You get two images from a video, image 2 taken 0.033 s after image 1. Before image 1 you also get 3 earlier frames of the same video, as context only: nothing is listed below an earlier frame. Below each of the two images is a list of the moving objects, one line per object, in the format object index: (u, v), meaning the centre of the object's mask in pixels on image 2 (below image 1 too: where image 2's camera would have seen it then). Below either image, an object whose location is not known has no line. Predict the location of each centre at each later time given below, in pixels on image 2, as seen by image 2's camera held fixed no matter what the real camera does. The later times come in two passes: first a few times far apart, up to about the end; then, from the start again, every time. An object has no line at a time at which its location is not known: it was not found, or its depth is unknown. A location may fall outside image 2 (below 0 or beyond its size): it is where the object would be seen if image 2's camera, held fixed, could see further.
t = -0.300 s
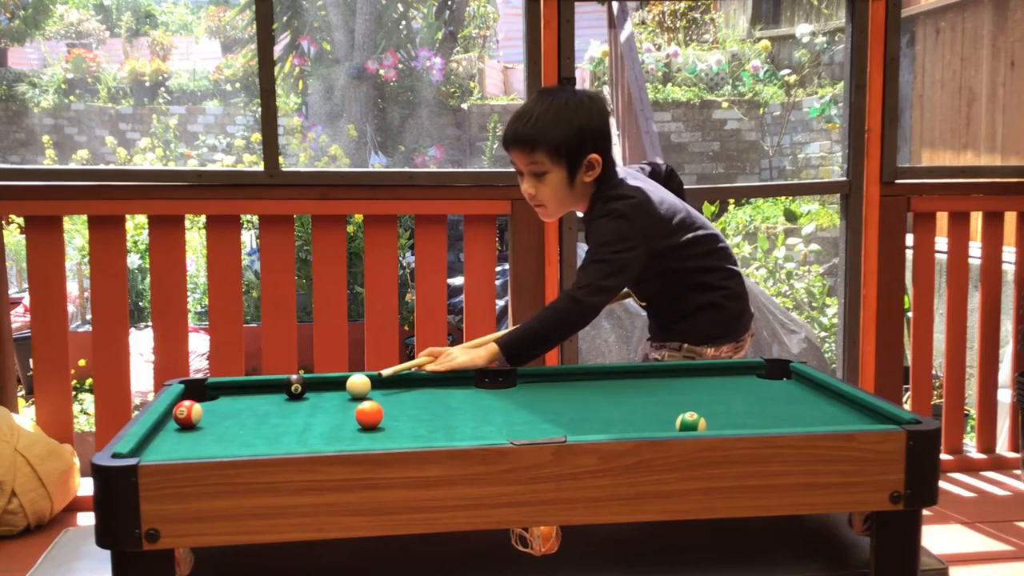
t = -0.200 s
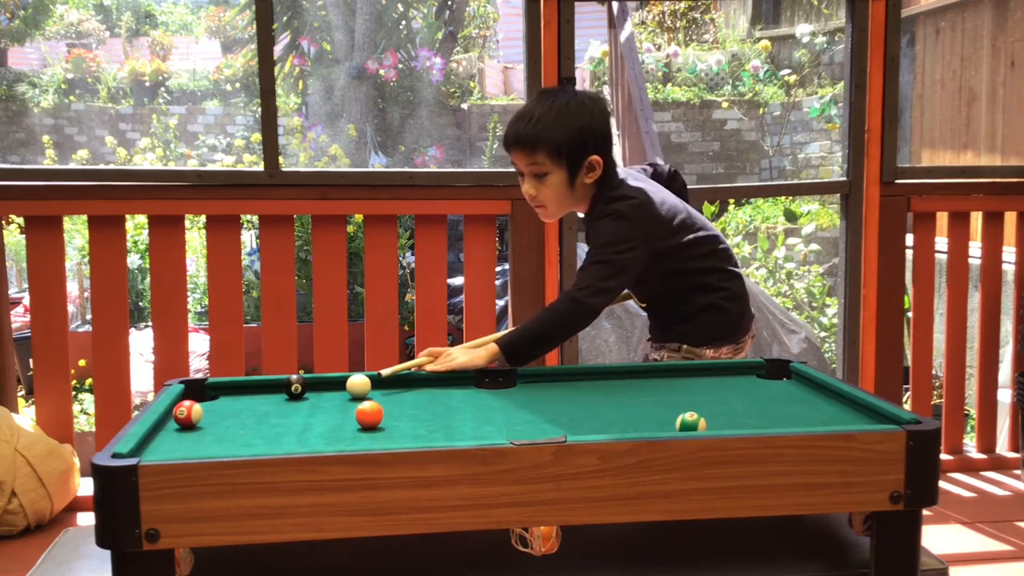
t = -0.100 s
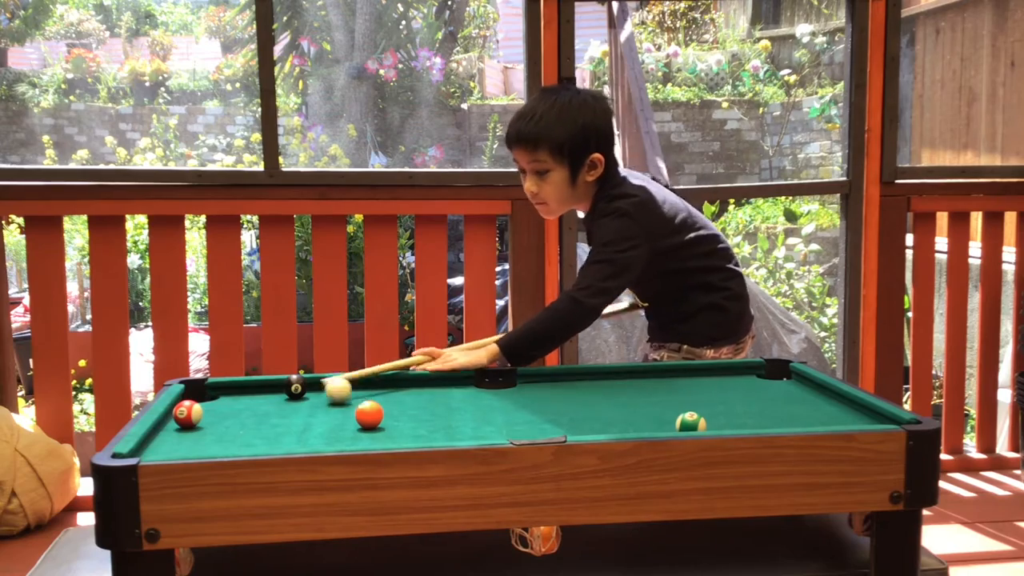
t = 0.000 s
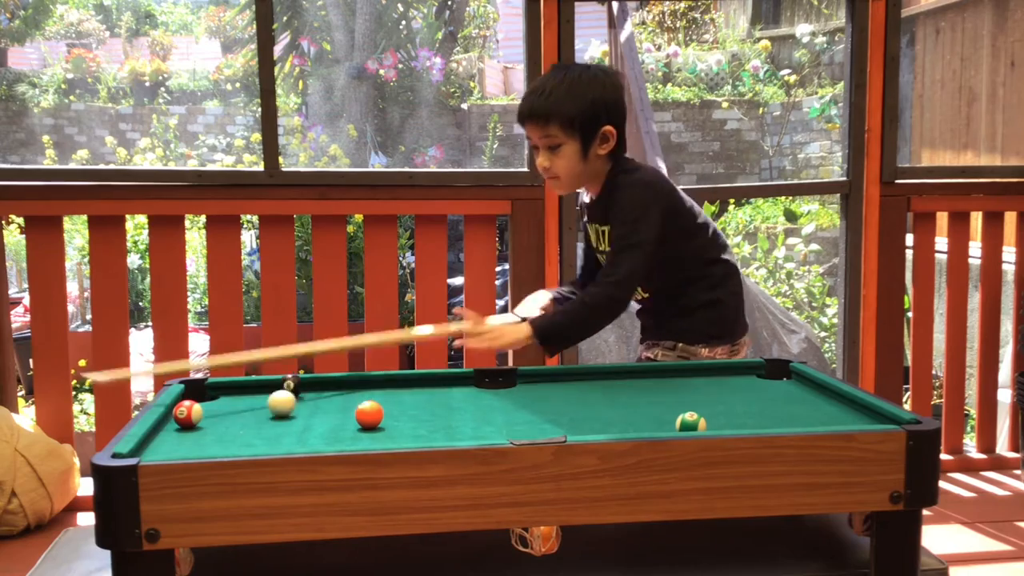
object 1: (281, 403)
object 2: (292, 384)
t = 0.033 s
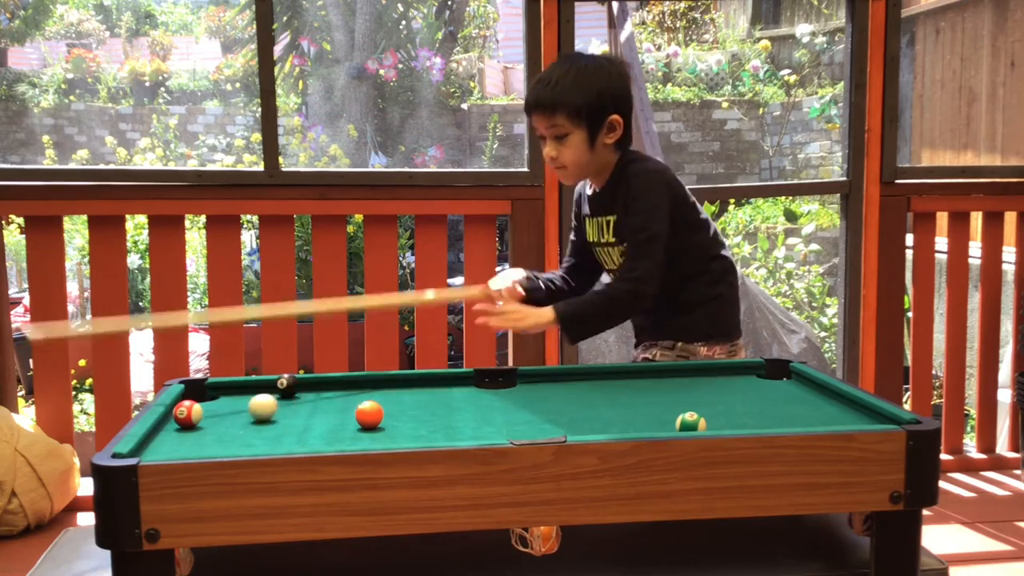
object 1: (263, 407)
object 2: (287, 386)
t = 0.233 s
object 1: (172, 430)
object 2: (264, 385)
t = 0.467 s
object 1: (205, 445)
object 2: (244, 386)
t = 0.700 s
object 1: (242, 440)
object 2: (227, 389)
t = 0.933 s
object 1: (270, 435)
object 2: (214, 389)
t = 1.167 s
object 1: (286, 431)
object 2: (205, 389)
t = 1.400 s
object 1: (292, 429)
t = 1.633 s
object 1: (292, 429)
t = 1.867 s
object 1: (292, 429)
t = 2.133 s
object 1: (292, 429)
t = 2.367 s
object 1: (292, 429)
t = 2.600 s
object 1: (292, 429)
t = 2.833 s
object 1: (292, 429)
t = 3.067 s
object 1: (292, 429)
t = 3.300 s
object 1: (292, 429)
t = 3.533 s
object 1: (292, 429)
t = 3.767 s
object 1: (292, 429)
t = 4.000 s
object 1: (292, 429)
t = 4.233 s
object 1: (292, 429)
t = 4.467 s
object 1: (292, 429)
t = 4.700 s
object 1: (292, 429)
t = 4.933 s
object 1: (292, 429)
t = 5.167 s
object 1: (292, 429)
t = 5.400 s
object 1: (292, 429)
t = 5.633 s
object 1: (292, 429)
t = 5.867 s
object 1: (292, 429)
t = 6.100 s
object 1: (292, 429)
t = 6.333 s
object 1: (292, 429)
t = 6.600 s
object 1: (292, 429)
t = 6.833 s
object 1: (292, 429)
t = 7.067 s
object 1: (292, 429)
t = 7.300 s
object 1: (292, 429)
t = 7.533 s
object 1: (292, 429)
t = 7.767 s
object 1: (292, 429)
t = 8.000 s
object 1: (292, 429)
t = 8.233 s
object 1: (292, 429)
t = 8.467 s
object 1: (292, 429)
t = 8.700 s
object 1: (292, 429)
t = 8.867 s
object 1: (292, 429)
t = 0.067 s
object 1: (243, 411)
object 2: (283, 385)
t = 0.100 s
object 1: (223, 415)
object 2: (278, 385)
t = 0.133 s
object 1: (203, 420)
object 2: (274, 385)
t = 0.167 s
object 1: (181, 424)
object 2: (271, 384)
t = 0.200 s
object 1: (162, 428)
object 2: (267, 384)
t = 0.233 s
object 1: (172, 430)
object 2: (264, 385)
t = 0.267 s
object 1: (180, 433)
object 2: (261, 385)
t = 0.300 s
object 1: (187, 436)
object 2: (258, 385)
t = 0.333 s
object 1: (191, 438)
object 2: (256, 385)
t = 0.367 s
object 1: (195, 440)
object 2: (253, 385)
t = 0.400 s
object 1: (199, 441)
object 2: (250, 386)
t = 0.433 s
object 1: (202, 443)
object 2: (247, 386)
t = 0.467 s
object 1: (205, 445)
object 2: (244, 386)
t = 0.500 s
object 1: (210, 445)
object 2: (241, 387)
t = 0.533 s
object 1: (216, 444)
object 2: (238, 387)
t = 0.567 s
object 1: (222, 443)
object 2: (236, 387)
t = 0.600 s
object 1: (227, 442)
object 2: (234, 388)
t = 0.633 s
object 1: (233, 441)
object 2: (231, 388)
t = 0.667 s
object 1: (238, 440)
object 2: (229, 388)
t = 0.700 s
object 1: (242, 440)
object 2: (227, 389)
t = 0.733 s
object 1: (247, 439)
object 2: (225, 388)
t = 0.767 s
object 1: (251, 438)
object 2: (223, 389)
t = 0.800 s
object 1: (256, 438)
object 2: (220, 389)
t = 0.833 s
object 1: (259, 437)
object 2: (219, 389)
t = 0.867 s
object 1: (263, 436)
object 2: (217, 389)
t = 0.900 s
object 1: (267, 436)
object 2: (216, 389)
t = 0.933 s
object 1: (270, 435)
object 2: (214, 389)
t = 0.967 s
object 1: (273, 434)
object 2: (212, 389)
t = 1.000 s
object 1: (276, 434)
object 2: (210, 390)
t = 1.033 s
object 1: (278, 433)
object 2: (209, 390)
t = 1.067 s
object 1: (280, 433)
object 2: (208, 390)
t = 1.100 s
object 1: (283, 432)
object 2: (207, 390)
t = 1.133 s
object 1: (284, 432)
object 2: (206, 390)
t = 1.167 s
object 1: (286, 431)
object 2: (205, 389)
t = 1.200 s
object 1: (287, 431)
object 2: (204, 390)
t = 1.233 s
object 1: (289, 430)
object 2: (201, 388)
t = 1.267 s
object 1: (290, 430)
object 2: (199, 388)
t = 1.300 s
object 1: (291, 430)
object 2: (199, 391)
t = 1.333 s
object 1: (291, 429)
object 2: (197, 394)
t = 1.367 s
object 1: (292, 429)
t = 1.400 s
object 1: (292, 429)
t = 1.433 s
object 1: (292, 429)
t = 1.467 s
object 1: (292, 429)
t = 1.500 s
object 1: (292, 429)
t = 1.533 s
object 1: (292, 429)
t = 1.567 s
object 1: (292, 429)
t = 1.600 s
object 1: (292, 429)
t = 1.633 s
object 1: (292, 429)
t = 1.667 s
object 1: (292, 429)
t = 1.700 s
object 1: (292, 429)
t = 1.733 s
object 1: (292, 429)
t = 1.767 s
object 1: (292, 429)
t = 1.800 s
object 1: (292, 429)
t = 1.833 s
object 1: (292, 429)
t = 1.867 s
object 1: (292, 429)
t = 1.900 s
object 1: (292, 429)
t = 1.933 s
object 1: (292, 429)
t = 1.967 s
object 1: (292, 429)
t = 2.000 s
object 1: (292, 429)
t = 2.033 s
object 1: (292, 429)
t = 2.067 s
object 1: (292, 429)
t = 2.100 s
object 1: (292, 429)
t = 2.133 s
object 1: (292, 429)
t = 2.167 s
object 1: (292, 429)
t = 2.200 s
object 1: (292, 429)
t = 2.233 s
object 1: (292, 429)
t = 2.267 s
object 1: (292, 429)
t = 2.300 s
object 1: (292, 429)
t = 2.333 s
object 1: (292, 429)
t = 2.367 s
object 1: (292, 429)
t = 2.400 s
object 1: (292, 429)
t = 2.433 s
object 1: (292, 429)
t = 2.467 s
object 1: (292, 429)
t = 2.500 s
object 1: (292, 429)
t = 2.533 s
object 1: (292, 429)
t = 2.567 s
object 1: (292, 429)
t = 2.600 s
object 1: (292, 429)
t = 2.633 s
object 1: (292, 429)
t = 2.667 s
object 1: (292, 429)
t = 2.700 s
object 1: (292, 429)
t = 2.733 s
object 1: (292, 429)
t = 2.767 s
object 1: (292, 429)
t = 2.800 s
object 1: (292, 429)
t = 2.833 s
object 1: (292, 429)
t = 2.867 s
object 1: (292, 429)
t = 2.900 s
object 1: (292, 429)
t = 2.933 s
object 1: (292, 429)
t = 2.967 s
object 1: (292, 429)
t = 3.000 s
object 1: (292, 429)
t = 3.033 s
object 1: (292, 429)
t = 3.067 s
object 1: (292, 429)
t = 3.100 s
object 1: (292, 429)
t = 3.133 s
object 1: (292, 429)
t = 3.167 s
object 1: (292, 429)
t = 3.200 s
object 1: (292, 429)
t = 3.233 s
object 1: (292, 429)
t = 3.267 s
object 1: (292, 429)
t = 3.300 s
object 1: (292, 429)
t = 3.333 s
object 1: (292, 429)
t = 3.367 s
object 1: (292, 429)
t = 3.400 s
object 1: (292, 429)
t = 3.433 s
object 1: (292, 429)
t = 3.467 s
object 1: (292, 429)
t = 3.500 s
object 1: (292, 429)
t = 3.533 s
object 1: (292, 429)
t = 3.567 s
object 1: (292, 429)
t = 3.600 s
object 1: (292, 429)
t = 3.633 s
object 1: (292, 429)
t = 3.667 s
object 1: (292, 429)
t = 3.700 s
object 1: (292, 429)
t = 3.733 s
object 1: (292, 429)
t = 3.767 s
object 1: (292, 429)
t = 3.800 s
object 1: (292, 429)
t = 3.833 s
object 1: (292, 429)
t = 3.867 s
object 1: (292, 429)
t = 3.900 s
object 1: (292, 429)
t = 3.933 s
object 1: (292, 429)
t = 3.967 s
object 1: (292, 429)
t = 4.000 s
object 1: (292, 429)
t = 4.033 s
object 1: (292, 429)
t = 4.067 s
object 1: (292, 429)
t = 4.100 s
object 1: (292, 429)
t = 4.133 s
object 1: (292, 429)
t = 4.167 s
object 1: (292, 429)
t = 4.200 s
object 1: (292, 429)
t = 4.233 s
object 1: (292, 429)
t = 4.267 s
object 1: (292, 429)
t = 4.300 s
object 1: (292, 429)
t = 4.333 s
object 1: (292, 429)
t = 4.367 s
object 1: (292, 429)
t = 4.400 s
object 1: (292, 429)
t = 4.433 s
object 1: (292, 429)
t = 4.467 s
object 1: (292, 429)
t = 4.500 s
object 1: (292, 429)
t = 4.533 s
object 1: (292, 429)
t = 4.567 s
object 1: (292, 429)
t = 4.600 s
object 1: (292, 429)
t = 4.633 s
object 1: (292, 429)
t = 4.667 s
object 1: (292, 429)
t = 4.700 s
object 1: (292, 429)
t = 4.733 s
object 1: (292, 429)
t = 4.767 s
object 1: (292, 429)
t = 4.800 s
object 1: (292, 429)
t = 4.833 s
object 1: (292, 429)
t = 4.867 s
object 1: (292, 429)
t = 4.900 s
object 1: (292, 429)
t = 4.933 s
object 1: (292, 429)
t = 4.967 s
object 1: (292, 429)
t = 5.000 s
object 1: (292, 429)
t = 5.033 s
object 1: (292, 429)
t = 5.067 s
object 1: (292, 429)
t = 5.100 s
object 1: (292, 429)
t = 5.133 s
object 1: (292, 429)
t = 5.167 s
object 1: (292, 429)
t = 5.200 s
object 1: (292, 429)
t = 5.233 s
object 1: (292, 429)
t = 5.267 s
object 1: (292, 429)
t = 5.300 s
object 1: (292, 429)
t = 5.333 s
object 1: (292, 429)
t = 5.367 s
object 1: (292, 429)
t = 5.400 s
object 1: (292, 429)
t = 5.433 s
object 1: (292, 429)
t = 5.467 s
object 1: (292, 429)
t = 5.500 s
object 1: (292, 429)
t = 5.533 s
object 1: (292, 429)
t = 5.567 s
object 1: (292, 429)
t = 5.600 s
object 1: (292, 429)
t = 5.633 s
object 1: (292, 429)
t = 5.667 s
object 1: (292, 429)
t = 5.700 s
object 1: (292, 429)
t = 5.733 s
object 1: (292, 429)
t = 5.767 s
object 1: (292, 429)
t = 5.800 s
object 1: (292, 429)
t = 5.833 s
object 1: (292, 429)
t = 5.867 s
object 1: (292, 429)
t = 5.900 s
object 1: (292, 429)
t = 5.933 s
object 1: (292, 429)
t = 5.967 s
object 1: (292, 429)
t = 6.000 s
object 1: (292, 429)
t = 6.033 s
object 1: (292, 429)
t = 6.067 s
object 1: (292, 429)
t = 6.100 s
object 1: (292, 429)
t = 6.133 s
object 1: (292, 429)
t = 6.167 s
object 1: (292, 429)
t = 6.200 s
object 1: (292, 429)
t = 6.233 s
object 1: (292, 429)
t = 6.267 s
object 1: (292, 429)
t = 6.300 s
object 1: (292, 429)
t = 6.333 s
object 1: (292, 429)
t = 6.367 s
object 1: (292, 429)
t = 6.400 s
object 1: (292, 429)
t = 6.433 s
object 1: (292, 429)
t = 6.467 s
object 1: (292, 429)
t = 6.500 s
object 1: (292, 429)
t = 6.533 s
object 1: (292, 429)
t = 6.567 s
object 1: (292, 429)
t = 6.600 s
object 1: (292, 429)
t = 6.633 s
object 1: (292, 429)
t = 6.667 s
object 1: (292, 429)
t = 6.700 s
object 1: (292, 429)
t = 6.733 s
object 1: (292, 429)
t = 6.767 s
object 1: (292, 429)
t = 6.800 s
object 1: (292, 429)
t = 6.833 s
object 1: (292, 429)
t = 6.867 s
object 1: (292, 429)
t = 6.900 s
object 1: (292, 429)
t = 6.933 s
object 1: (292, 429)
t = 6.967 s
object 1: (292, 429)
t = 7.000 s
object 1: (292, 429)
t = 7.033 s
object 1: (292, 429)
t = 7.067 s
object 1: (292, 429)
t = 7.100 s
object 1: (292, 429)
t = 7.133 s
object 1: (292, 429)
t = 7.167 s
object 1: (292, 429)
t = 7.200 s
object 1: (292, 429)
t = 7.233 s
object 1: (292, 429)
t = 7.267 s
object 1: (292, 429)
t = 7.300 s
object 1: (292, 429)
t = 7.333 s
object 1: (292, 429)
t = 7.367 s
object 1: (292, 429)
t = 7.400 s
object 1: (292, 429)
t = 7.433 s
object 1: (292, 429)
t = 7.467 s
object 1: (292, 429)
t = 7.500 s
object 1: (292, 429)
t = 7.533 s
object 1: (292, 429)
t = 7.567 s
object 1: (292, 429)
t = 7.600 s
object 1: (292, 429)
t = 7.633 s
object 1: (292, 429)
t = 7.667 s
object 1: (292, 429)
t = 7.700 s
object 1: (292, 429)
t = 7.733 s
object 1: (292, 429)
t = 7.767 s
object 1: (292, 429)
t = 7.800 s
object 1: (292, 429)
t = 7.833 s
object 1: (292, 429)
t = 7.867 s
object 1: (292, 429)
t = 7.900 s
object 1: (292, 429)
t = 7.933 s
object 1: (292, 429)
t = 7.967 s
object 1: (292, 429)
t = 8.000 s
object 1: (292, 429)
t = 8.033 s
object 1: (292, 429)
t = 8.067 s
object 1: (292, 429)
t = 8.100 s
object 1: (292, 429)
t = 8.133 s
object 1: (292, 429)
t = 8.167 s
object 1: (292, 429)
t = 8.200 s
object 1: (292, 429)
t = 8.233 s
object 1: (292, 429)
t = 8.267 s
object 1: (292, 429)
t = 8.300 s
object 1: (292, 429)
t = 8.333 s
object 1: (292, 429)
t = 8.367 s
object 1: (292, 429)
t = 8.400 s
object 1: (292, 429)
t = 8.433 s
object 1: (292, 429)
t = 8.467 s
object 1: (292, 429)
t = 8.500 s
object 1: (292, 429)
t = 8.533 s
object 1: (292, 429)
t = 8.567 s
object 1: (292, 429)
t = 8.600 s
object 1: (292, 429)
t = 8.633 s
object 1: (292, 429)
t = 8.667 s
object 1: (292, 429)
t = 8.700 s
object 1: (292, 429)
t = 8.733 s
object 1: (292, 429)
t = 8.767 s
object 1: (292, 429)
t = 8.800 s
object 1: (292, 429)
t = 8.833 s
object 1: (292, 429)
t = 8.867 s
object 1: (292, 429)
